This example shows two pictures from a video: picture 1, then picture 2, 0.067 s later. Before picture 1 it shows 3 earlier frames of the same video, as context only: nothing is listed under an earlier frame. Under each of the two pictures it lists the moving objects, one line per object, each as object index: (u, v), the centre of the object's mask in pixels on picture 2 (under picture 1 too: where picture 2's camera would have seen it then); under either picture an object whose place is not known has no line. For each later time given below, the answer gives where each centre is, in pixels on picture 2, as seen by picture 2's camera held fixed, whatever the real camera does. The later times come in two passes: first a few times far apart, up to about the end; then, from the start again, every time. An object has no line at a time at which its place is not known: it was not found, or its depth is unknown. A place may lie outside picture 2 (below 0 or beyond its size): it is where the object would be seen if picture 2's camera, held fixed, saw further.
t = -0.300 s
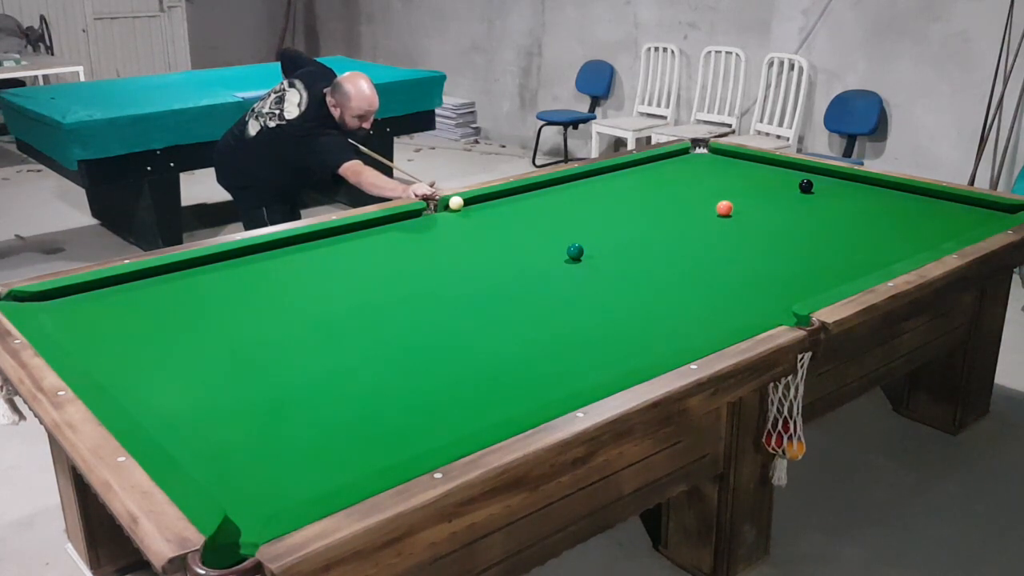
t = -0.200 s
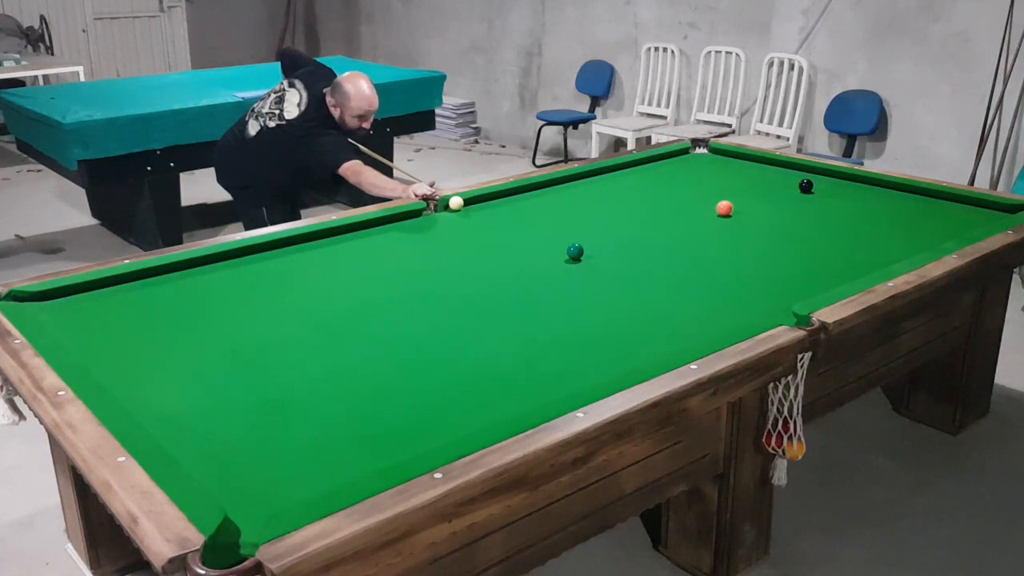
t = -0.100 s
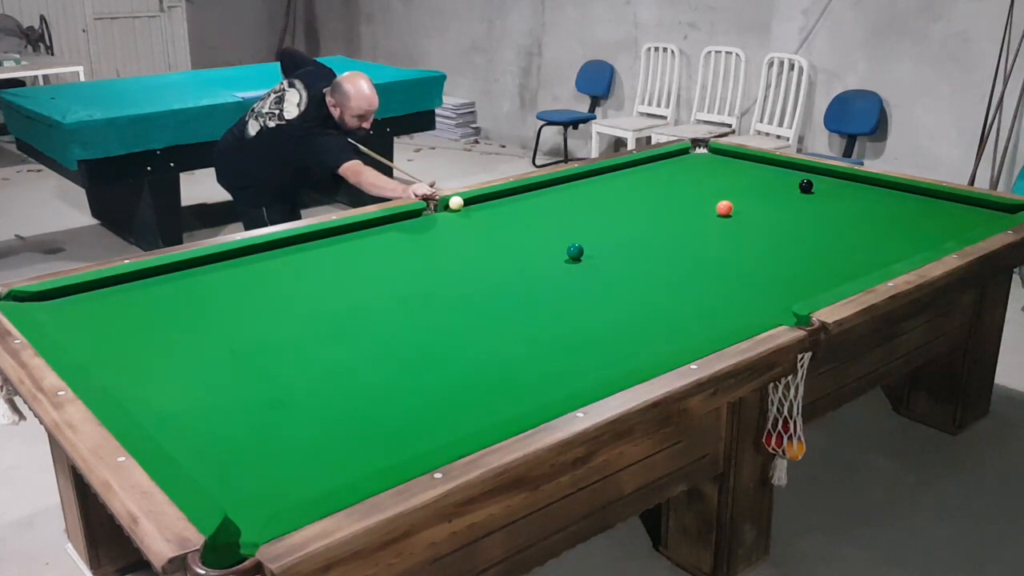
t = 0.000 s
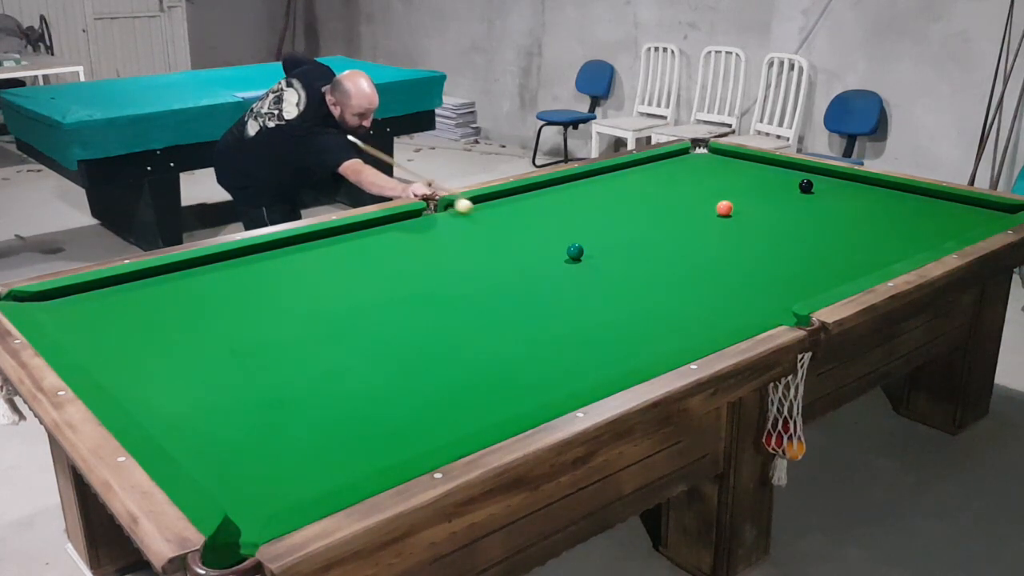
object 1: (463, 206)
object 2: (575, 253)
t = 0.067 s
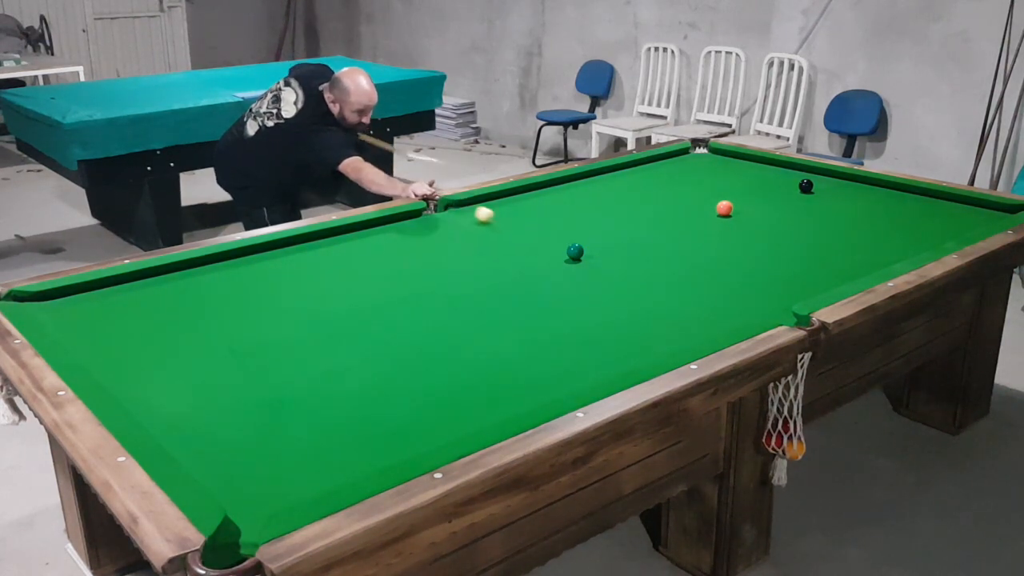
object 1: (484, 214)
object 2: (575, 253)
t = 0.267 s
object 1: (554, 243)
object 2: (574, 253)
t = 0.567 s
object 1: (574, 260)
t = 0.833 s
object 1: (593, 275)
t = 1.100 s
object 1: (612, 290)
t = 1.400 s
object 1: (633, 306)
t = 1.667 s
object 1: (652, 321)
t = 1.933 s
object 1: (670, 334)
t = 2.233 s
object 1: (680, 342)
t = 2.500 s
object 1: (664, 341)
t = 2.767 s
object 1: (650, 338)
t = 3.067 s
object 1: (638, 336)
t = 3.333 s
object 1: (631, 335)
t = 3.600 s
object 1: (628, 334)
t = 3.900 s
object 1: (628, 334)
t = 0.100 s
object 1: (495, 219)
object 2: (574, 253)
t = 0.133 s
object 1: (506, 224)
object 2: (575, 253)
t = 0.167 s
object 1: (517, 228)
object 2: (575, 253)
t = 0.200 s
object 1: (529, 233)
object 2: (575, 253)
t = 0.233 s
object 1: (541, 239)
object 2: (575, 253)
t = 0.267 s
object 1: (554, 243)
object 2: (574, 253)
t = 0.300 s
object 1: (562, 248)
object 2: (580, 254)
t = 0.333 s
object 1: (562, 249)
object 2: (594, 259)
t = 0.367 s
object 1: (562, 250)
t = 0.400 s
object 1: (563, 251)
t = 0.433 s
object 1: (565, 253)
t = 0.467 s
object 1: (567, 255)
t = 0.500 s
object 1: (570, 257)
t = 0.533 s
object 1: (572, 259)
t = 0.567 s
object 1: (574, 260)
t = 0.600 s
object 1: (576, 262)
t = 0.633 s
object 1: (579, 264)
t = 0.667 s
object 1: (581, 266)
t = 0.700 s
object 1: (583, 268)
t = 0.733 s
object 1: (586, 269)
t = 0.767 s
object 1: (588, 271)
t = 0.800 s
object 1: (591, 273)
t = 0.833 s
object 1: (593, 275)
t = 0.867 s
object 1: (595, 277)
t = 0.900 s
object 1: (598, 279)
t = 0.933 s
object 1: (600, 281)
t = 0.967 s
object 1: (602, 282)
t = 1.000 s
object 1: (605, 284)
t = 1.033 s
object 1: (607, 286)
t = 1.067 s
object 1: (609, 288)
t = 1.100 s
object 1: (612, 290)
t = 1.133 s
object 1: (614, 292)
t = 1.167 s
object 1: (617, 294)
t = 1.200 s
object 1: (619, 295)
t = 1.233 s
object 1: (622, 297)
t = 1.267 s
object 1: (624, 299)
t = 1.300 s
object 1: (626, 301)
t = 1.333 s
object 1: (629, 303)
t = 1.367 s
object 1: (631, 305)
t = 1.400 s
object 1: (633, 306)
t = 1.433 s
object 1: (636, 308)
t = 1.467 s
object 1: (638, 310)
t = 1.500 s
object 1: (640, 312)
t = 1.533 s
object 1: (643, 314)
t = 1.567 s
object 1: (645, 315)
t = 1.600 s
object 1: (648, 317)
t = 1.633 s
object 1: (650, 319)
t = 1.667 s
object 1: (652, 321)
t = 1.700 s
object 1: (654, 322)
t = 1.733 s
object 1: (657, 324)
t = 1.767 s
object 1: (659, 326)
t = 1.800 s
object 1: (661, 327)
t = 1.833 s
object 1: (663, 329)
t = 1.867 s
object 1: (665, 331)
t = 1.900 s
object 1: (668, 333)
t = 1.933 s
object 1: (670, 334)
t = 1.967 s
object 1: (672, 336)
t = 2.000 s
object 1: (674, 337)
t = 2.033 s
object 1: (676, 338)
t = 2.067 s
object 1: (678, 340)
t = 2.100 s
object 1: (680, 340)
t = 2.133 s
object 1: (681, 341)
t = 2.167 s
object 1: (683, 341)
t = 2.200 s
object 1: (683, 342)
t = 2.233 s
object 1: (680, 342)
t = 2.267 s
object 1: (678, 342)
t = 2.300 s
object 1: (676, 342)
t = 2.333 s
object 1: (674, 342)
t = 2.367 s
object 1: (672, 342)
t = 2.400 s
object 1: (670, 342)
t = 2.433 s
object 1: (668, 342)
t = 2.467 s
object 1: (666, 342)
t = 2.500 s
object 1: (664, 341)
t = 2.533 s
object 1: (662, 341)
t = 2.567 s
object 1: (660, 341)
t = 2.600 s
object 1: (658, 340)
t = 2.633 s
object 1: (656, 340)
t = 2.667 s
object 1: (655, 340)
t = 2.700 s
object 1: (653, 339)
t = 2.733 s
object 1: (651, 339)
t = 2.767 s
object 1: (650, 338)
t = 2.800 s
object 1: (648, 338)
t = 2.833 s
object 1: (647, 338)
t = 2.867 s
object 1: (645, 338)
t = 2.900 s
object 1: (644, 337)
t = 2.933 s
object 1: (643, 337)
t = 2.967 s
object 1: (641, 337)
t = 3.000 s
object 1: (640, 336)
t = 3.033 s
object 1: (639, 336)
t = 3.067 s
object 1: (638, 336)
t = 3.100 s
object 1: (637, 336)
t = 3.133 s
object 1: (636, 335)
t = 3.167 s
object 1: (635, 335)
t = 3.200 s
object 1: (634, 335)
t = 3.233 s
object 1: (633, 335)
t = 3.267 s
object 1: (633, 335)
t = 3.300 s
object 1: (632, 335)
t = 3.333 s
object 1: (631, 335)
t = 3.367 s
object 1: (631, 335)
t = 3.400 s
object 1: (630, 334)
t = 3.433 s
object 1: (630, 334)
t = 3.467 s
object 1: (629, 334)
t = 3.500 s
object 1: (629, 334)
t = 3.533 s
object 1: (628, 334)
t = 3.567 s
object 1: (628, 334)
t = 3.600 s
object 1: (628, 334)
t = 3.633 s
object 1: (628, 334)
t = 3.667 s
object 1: (627, 334)
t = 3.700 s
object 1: (627, 334)
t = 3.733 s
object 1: (627, 334)
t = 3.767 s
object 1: (628, 334)
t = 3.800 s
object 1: (628, 334)
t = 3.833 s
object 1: (628, 334)
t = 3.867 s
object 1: (628, 334)
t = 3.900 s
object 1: (628, 334)
